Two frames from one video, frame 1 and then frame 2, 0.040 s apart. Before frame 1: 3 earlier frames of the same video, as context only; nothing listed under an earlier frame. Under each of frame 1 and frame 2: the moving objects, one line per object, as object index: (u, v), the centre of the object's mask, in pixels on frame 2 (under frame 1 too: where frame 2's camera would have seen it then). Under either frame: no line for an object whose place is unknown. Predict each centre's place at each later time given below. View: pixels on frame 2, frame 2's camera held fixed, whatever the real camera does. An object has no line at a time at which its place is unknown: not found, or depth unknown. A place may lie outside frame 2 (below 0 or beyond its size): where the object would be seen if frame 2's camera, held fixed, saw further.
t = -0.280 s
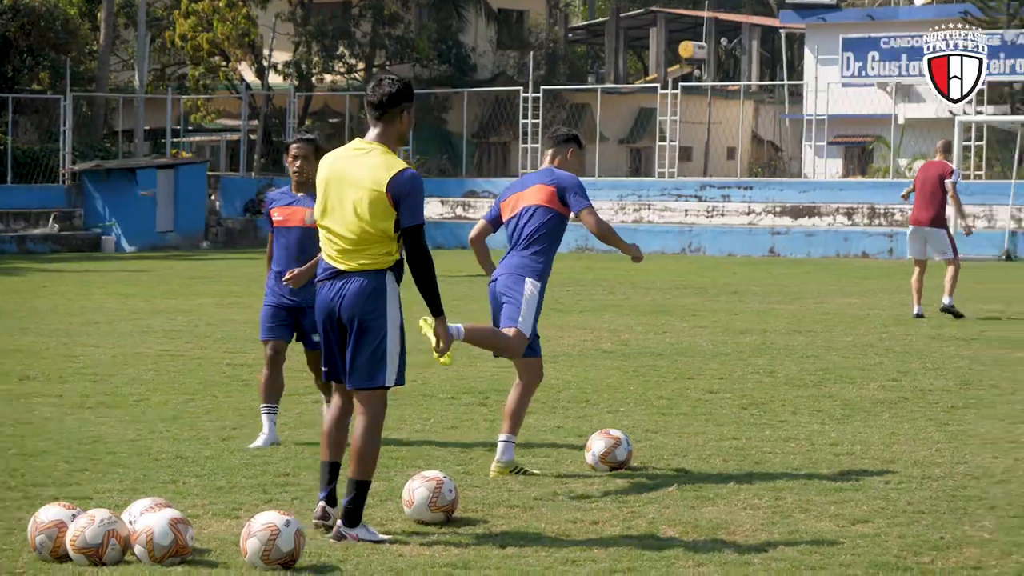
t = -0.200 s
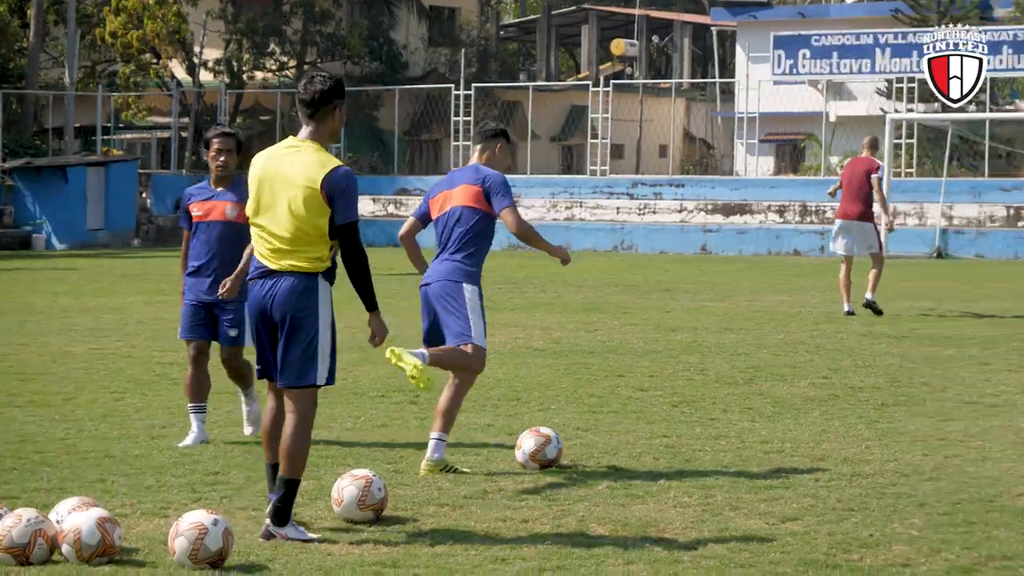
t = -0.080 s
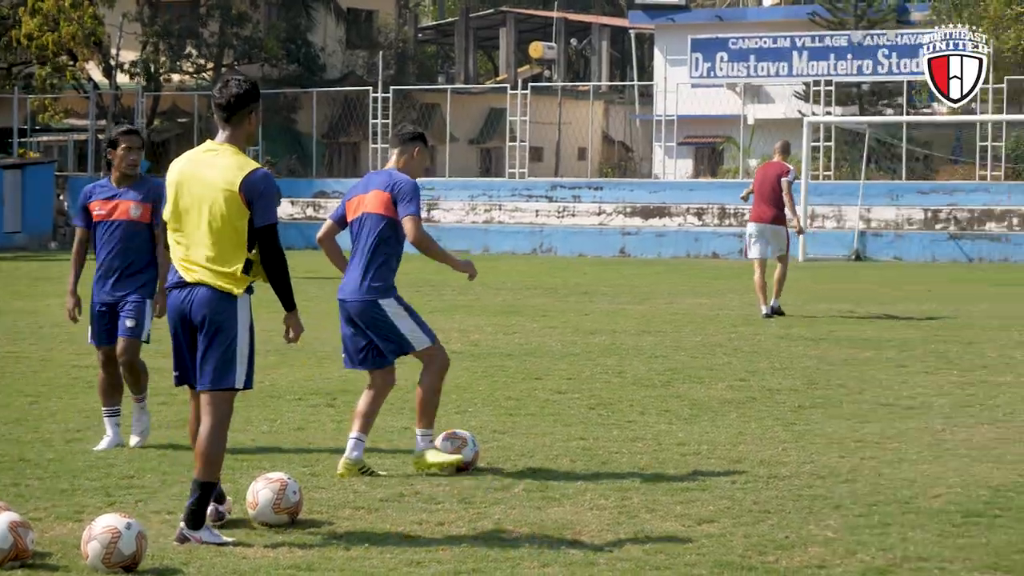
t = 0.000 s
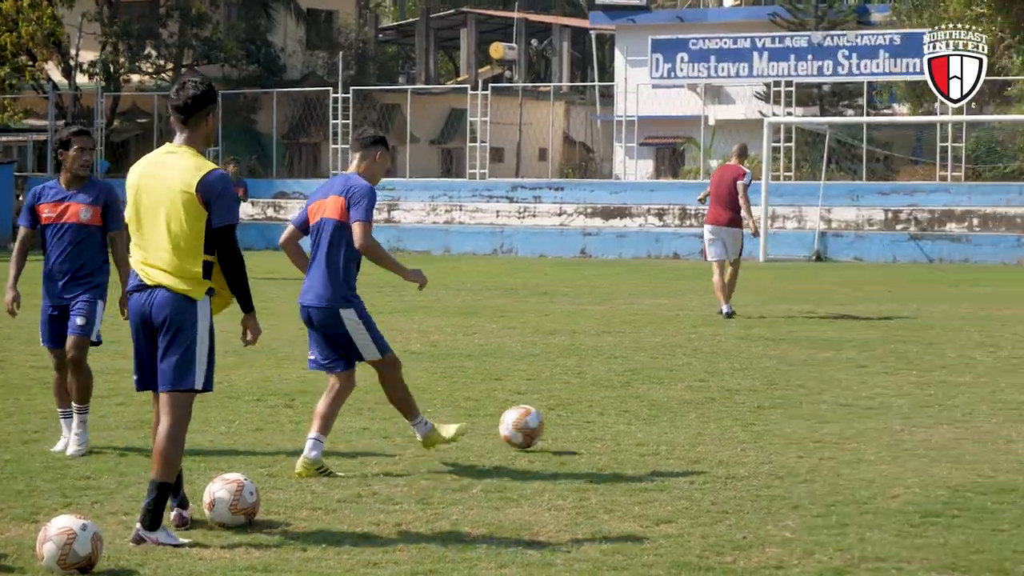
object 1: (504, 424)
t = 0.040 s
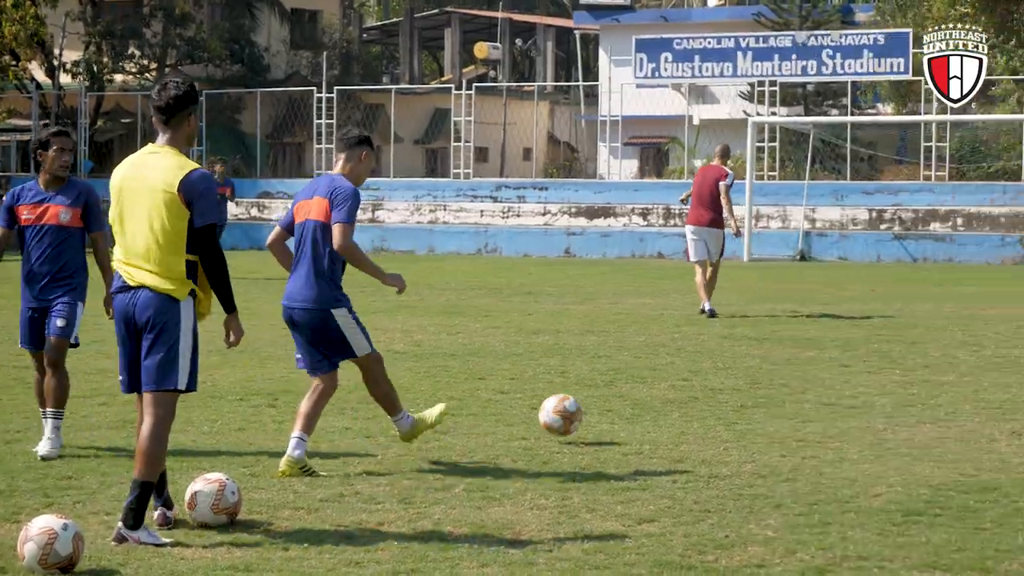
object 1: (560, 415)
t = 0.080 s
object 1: (612, 408)
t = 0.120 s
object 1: (661, 404)
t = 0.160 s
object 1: (708, 402)
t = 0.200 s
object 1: (750, 398)
